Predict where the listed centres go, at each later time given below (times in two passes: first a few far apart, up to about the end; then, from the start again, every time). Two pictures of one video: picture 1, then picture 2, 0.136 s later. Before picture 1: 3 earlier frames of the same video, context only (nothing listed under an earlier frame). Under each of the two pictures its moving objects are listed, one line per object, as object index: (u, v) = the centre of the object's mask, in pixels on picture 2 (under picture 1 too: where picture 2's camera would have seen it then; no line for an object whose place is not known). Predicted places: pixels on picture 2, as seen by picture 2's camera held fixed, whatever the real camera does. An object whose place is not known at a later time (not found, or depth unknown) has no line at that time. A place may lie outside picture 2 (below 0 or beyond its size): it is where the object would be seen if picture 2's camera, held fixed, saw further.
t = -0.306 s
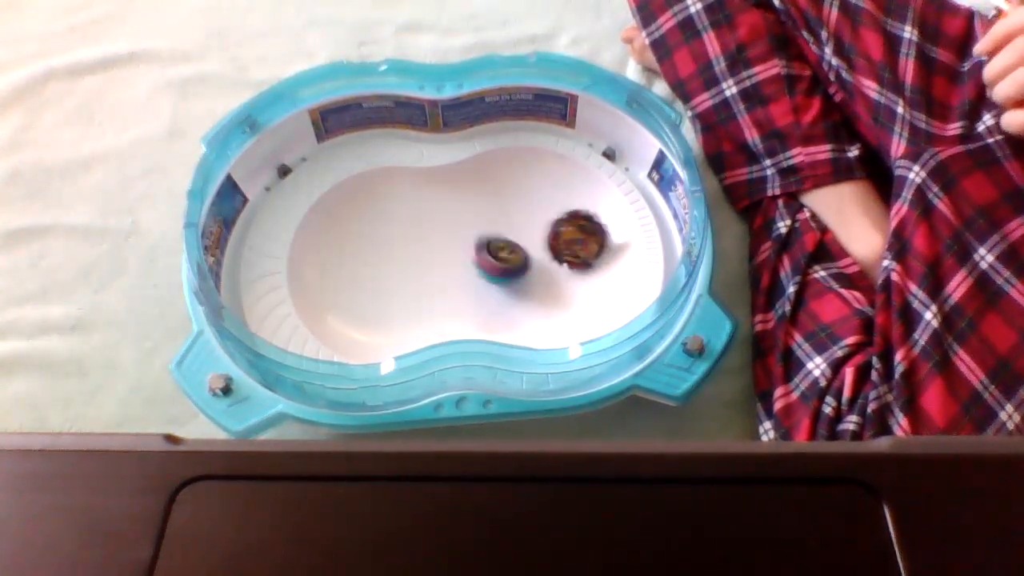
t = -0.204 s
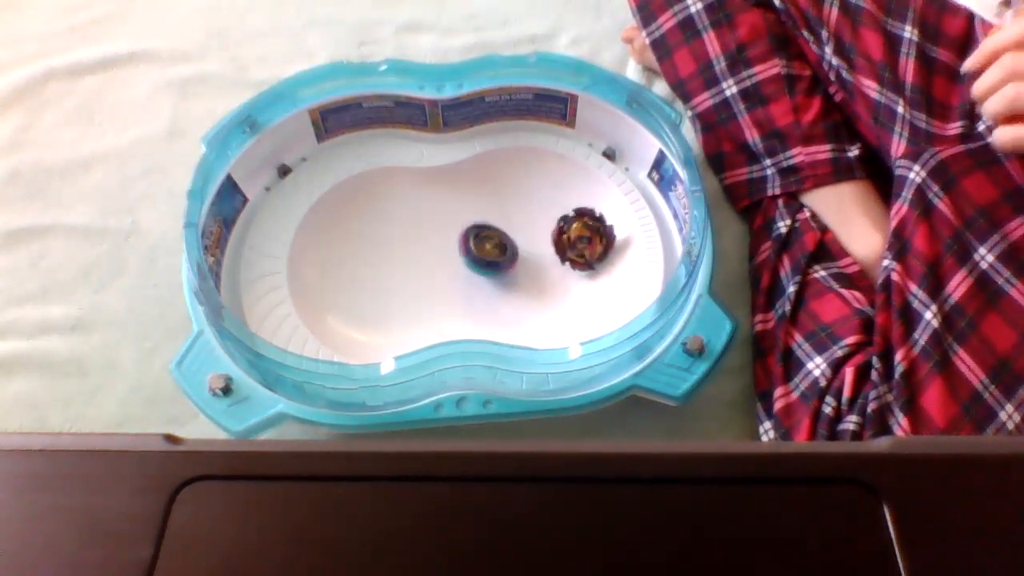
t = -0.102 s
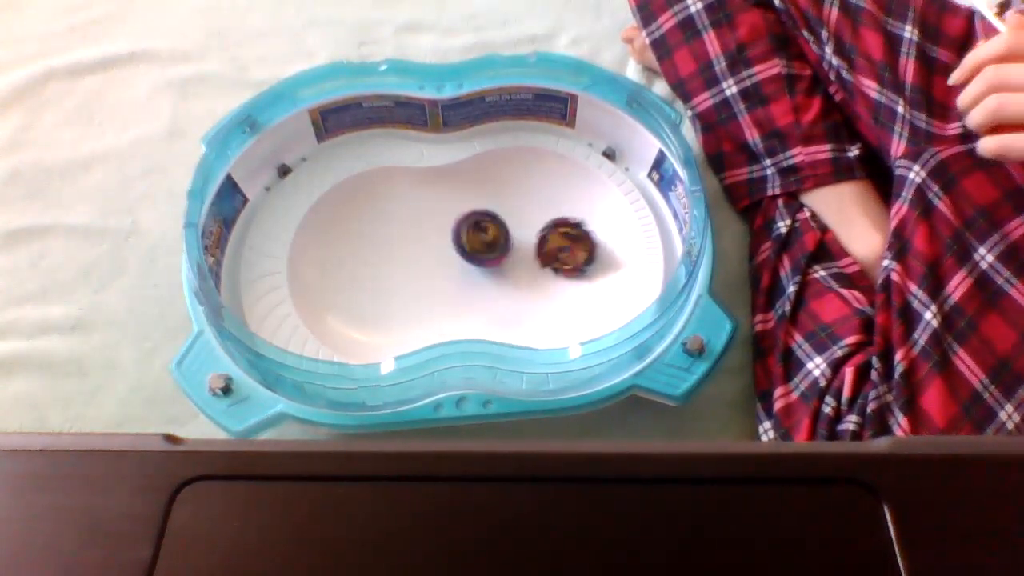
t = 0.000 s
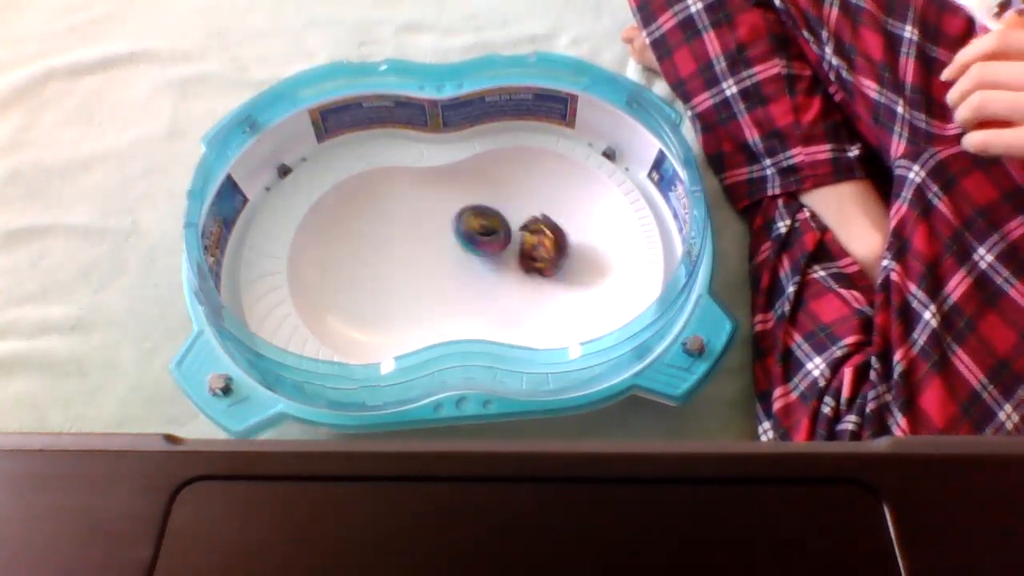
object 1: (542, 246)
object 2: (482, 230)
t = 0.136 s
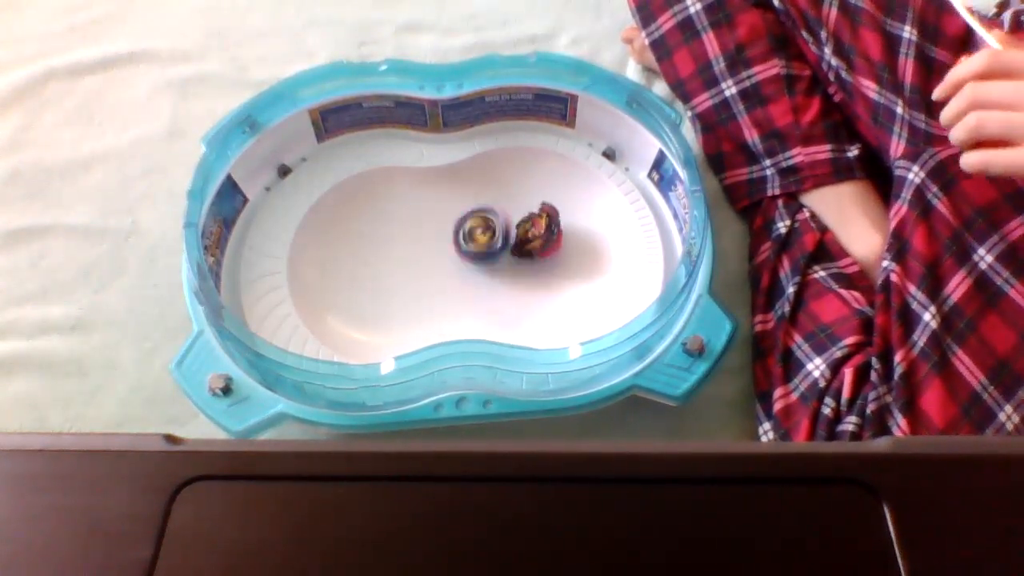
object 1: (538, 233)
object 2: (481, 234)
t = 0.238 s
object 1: (539, 234)
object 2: (488, 238)
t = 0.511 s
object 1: (555, 249)
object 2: (484, 262)
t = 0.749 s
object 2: (469, 267)
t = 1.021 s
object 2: (468, 270)
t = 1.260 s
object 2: (474, 256)
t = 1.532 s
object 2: (474, 256)
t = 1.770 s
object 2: (474, 256)
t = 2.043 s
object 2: (474, 256)
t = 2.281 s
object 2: (475, 256)
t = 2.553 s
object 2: (475, 256)
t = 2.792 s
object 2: (475, 256)
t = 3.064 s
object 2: (475, 256)
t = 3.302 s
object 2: (475, 256)
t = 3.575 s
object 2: (475, 256)
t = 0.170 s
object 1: (539, 232)
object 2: (485, 234)
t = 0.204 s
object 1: (539, 232)
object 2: (487, 236)
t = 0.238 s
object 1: (539, 234)
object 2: (488, 238)
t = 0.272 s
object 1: (539, 237)
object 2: (488, 242)
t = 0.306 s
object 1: (539, 241)
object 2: (486, 246)
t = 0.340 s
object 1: (541, 245)
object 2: (484, 250)
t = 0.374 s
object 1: (544, 247)
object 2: (485, 254)
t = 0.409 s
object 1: (546, 248)
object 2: (487, 256)
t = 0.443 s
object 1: (548, 249)
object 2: (489, 257)
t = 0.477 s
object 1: (552, 249)
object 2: (487, 260)
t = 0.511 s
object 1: (555, 249)
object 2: (484, 262)
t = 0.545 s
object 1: (556, 249)
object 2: (482, 263)
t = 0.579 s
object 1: (555, 247)
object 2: (479, 264)
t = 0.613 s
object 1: (553, 247)
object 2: (476, 265)
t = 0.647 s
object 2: (473, 265)
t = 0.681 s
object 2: (470, 268)
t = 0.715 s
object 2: (469, 266)
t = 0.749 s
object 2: (469, 267)
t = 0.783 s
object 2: (469, 269)
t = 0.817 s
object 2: (467, 271)
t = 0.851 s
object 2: (466, 270)
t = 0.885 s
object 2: (465, 266)
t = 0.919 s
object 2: (466, 266)
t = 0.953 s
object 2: (468, 267)
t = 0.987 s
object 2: (469, 263)
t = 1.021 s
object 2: (468, 270)
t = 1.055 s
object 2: (465, 270)
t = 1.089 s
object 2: (466, 270)
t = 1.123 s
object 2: (465, 266)
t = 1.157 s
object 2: (465, 269)
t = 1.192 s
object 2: (472, 256)
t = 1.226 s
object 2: (473, 256)
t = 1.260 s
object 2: (474, 256)
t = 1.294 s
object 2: (474, 256)
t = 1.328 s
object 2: (474, 256)
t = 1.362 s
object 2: (474, 256)
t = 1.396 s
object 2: (474, 255)
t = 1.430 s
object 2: (474, 255)
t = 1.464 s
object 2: (474, 255)
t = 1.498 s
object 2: (474, 256)
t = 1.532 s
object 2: (474, 256)
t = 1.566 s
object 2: (474, 255)
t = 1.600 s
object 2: (474, 255)
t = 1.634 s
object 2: (474, 256)
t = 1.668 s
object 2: (474, 256)
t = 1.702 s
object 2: (474, 256)
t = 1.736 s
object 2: (474, 256)
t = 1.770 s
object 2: (474, 256)
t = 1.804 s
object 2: (474, 256)
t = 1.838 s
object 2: (474, 256)
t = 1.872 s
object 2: (474, 255)
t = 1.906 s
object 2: (474, 256)
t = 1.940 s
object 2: (474, 256)
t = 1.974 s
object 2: (474, 256)
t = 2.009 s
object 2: (474, 256)
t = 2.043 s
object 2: (474, 256)
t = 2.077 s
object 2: (474, 256)
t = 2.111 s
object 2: (474, 256)
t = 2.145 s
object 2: (474, 256)
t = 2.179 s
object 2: (475, 256)
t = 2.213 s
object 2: (475, 256)
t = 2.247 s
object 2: (475, 256)
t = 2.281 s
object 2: (475, 256)
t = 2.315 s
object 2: (475, 256)
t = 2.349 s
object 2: (475, 256)
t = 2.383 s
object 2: (475, 256)
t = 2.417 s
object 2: (475, 256)
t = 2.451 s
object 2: (475, 256)
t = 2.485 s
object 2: (475, 256)
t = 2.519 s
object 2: (475, 256)
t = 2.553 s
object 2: (475, 256)
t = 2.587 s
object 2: (475, 256)
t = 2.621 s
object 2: (475, 255)
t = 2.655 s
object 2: (475, 256)
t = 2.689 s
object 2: (475, 256)
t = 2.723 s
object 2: (475, 256)
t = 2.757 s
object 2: (475, 256)
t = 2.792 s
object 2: (475, 256)
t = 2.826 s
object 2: (475, 256)
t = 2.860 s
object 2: (475, 256)
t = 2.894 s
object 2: (475, 255)
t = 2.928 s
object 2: (475, 255)
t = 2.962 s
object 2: (475, 256)
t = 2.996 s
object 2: (475, 256)
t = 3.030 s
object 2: (475, 255)
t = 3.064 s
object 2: (475, 256)
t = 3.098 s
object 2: (475, 256)
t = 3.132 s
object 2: (475, 256)
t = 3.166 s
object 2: (475, 256)
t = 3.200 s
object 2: (475, 256)
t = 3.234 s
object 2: (475, 256)
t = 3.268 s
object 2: (475, 256)
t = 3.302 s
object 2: (475, 256)
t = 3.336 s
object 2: (475, 256)
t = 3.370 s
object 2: (475, 256)
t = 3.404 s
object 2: (475, 256)
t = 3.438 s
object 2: (475, 256)
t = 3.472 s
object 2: (475, 256)
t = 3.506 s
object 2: (475, 256)
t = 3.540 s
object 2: (475, 256)
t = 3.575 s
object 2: (475, 256)
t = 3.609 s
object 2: (475, 256)
